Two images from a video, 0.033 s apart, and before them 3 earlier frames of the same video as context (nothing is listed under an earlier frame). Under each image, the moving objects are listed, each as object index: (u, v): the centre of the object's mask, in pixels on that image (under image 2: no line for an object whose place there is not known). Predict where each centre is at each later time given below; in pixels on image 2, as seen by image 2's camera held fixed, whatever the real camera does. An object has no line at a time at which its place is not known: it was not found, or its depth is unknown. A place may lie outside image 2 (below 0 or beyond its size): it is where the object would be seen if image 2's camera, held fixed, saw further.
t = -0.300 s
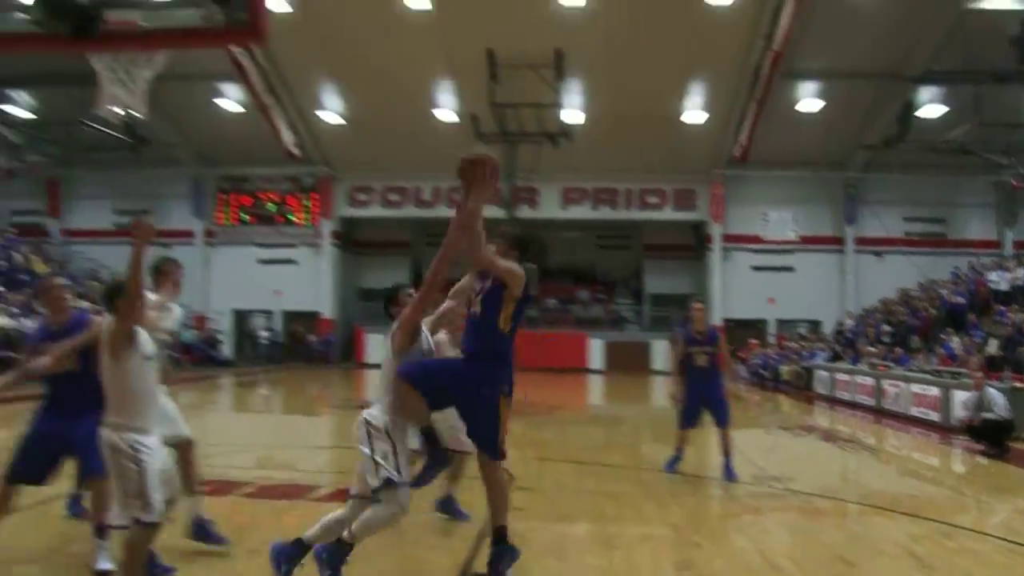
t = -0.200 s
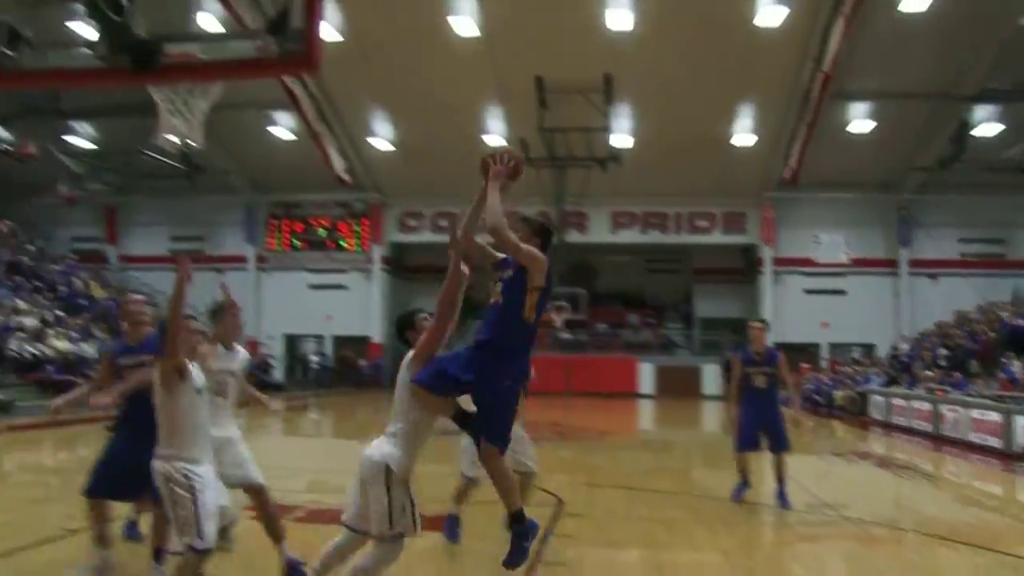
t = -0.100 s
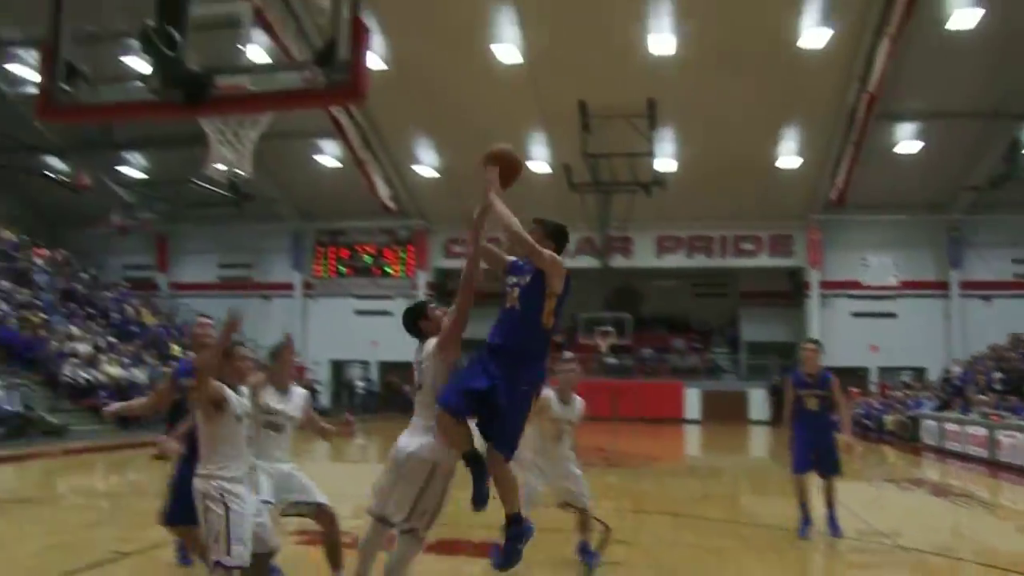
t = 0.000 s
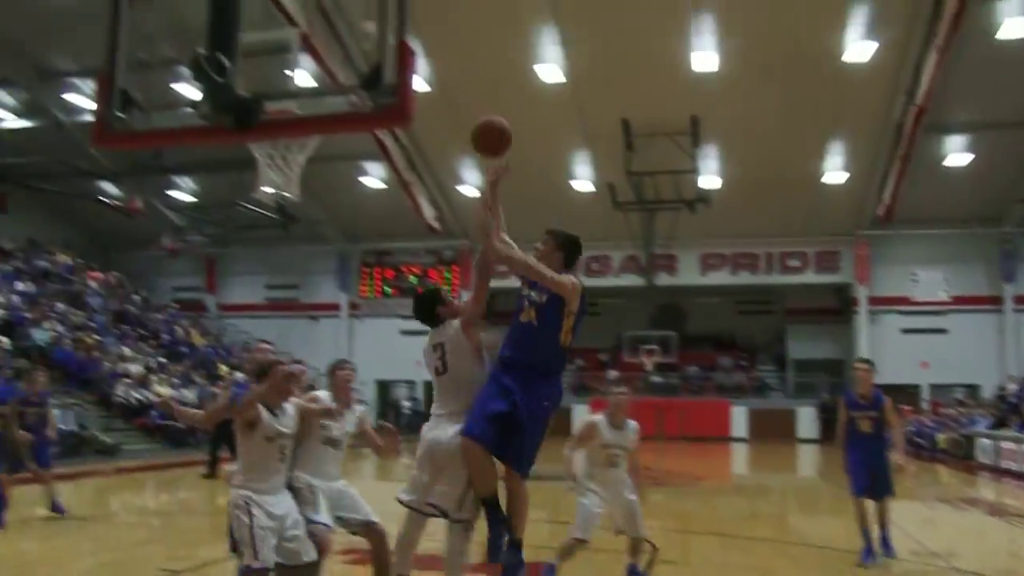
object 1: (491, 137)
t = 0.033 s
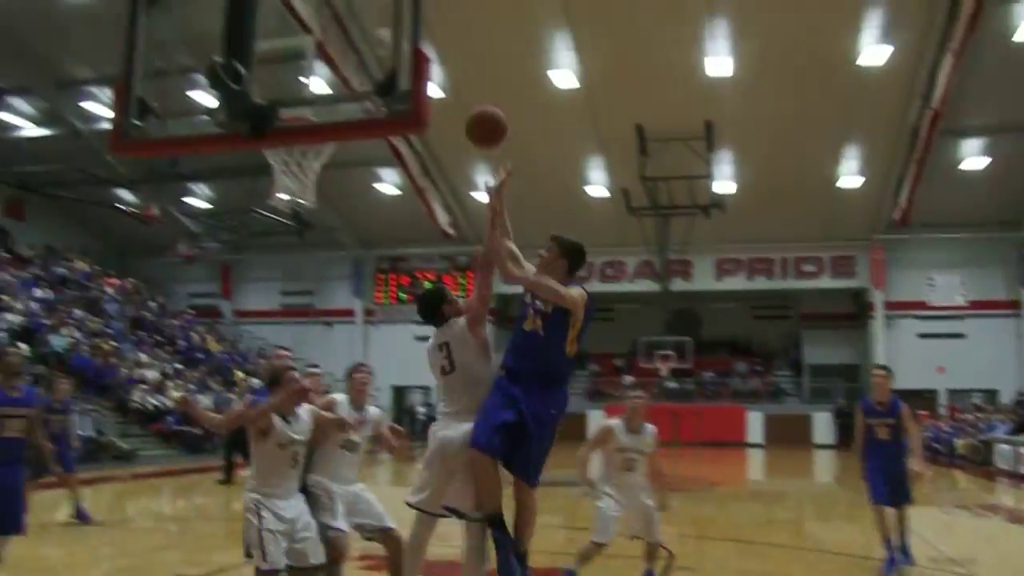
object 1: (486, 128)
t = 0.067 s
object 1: (468, 119)
